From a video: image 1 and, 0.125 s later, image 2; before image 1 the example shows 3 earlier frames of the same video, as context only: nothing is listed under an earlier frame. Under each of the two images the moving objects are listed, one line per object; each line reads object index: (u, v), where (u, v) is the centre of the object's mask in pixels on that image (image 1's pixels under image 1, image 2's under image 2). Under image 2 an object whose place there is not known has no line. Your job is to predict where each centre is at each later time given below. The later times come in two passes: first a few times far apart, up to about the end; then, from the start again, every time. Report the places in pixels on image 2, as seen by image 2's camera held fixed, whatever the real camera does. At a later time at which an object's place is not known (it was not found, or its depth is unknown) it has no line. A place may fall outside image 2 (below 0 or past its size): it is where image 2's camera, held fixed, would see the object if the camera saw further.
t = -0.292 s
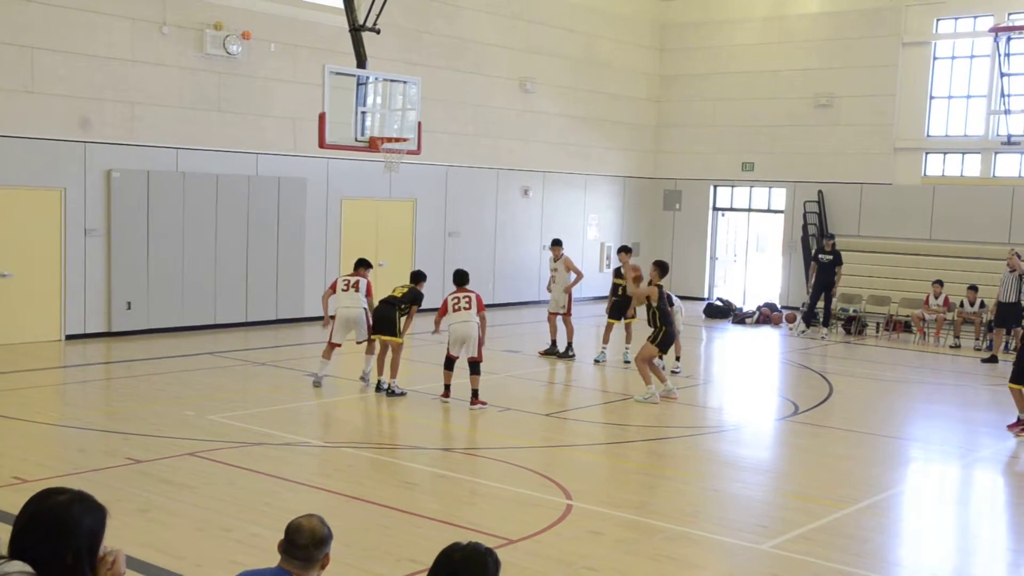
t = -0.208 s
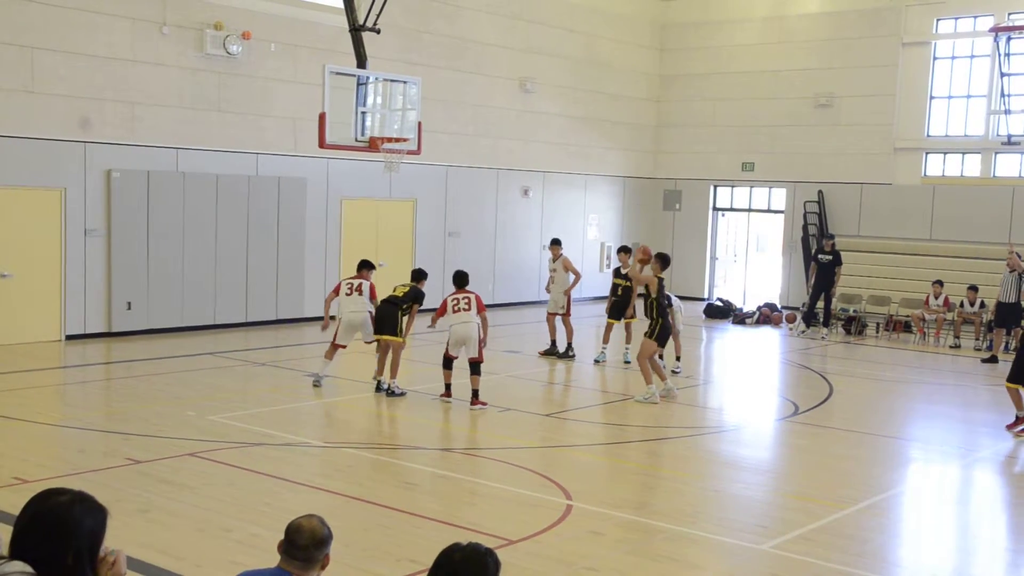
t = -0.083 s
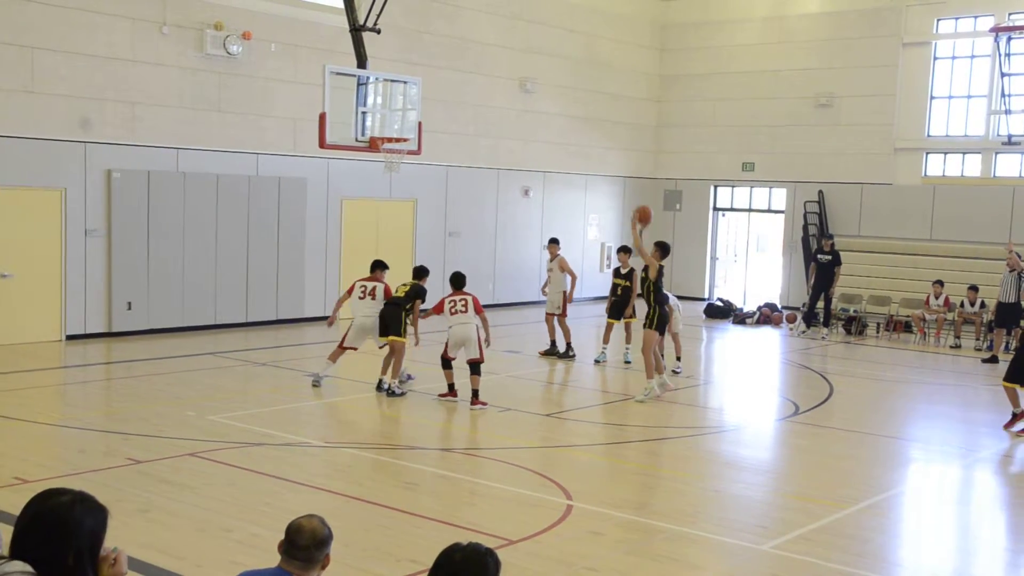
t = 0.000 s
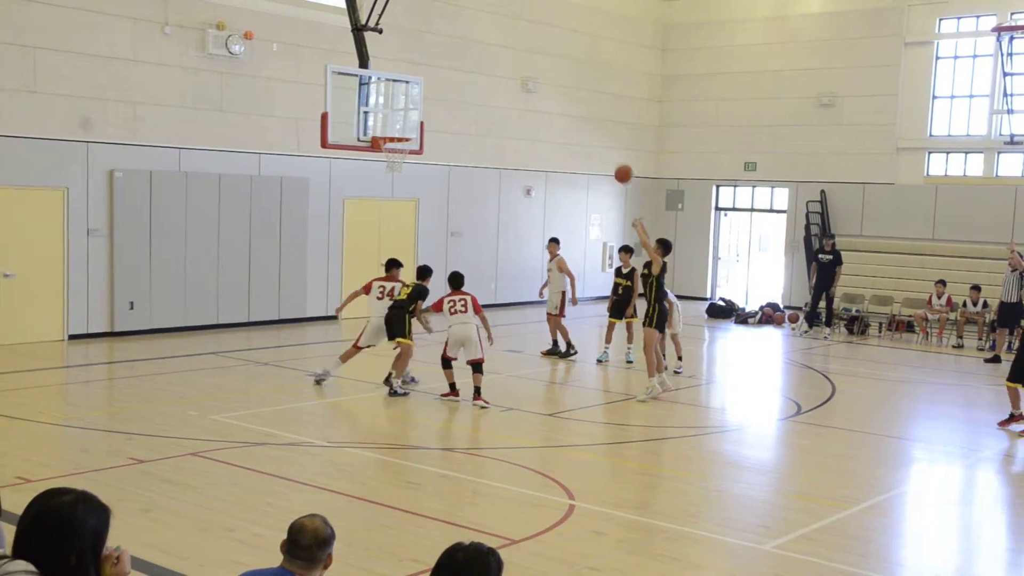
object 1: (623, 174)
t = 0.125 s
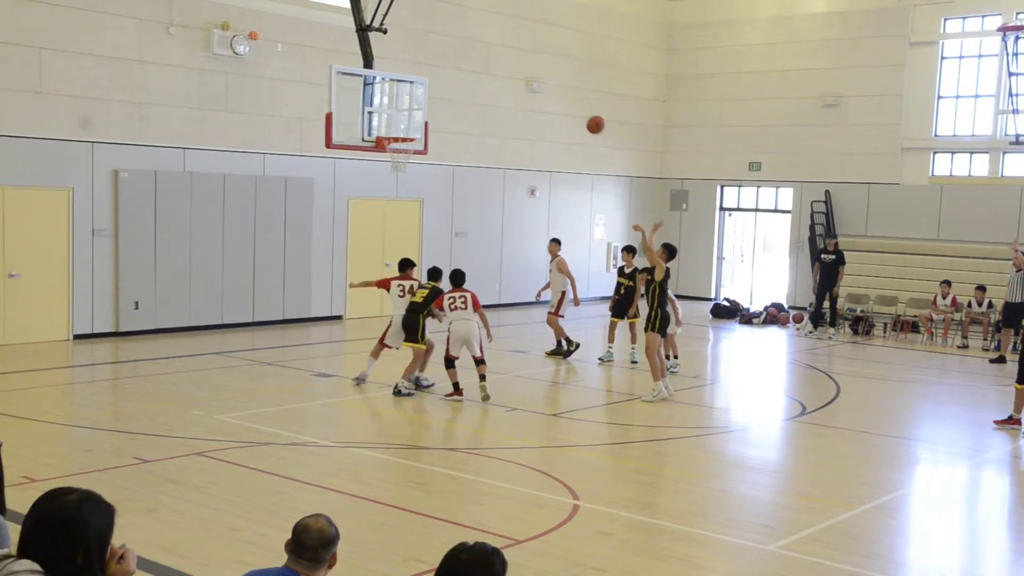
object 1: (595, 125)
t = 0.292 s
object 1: (554, 81)
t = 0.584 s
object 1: (484, 60)
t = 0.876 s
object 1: (419, 103)
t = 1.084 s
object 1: (396, 155)
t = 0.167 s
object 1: (585, 111)
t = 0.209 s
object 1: (574, 100)
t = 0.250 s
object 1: (564, 89)
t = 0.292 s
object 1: (554, 81)
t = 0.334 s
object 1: (543, 74)
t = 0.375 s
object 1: (533, 68)
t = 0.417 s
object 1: (523, 64)
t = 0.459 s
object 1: (513, 61)
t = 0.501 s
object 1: (503, 59)
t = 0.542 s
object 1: (493, 59)
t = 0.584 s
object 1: (484, 60)
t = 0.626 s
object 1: (474, 63)
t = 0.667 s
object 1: (465, 66)
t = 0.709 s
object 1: (455, 72)
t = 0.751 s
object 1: (446, 78)
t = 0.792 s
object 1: (437, 85)
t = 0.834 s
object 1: (428, 94)
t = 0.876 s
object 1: (419, 103)
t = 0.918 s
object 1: (410, 114)
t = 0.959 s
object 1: (402, 126)
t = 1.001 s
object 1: (395, 137)
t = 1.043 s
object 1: (395, 146)
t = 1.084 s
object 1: (396, 155)
